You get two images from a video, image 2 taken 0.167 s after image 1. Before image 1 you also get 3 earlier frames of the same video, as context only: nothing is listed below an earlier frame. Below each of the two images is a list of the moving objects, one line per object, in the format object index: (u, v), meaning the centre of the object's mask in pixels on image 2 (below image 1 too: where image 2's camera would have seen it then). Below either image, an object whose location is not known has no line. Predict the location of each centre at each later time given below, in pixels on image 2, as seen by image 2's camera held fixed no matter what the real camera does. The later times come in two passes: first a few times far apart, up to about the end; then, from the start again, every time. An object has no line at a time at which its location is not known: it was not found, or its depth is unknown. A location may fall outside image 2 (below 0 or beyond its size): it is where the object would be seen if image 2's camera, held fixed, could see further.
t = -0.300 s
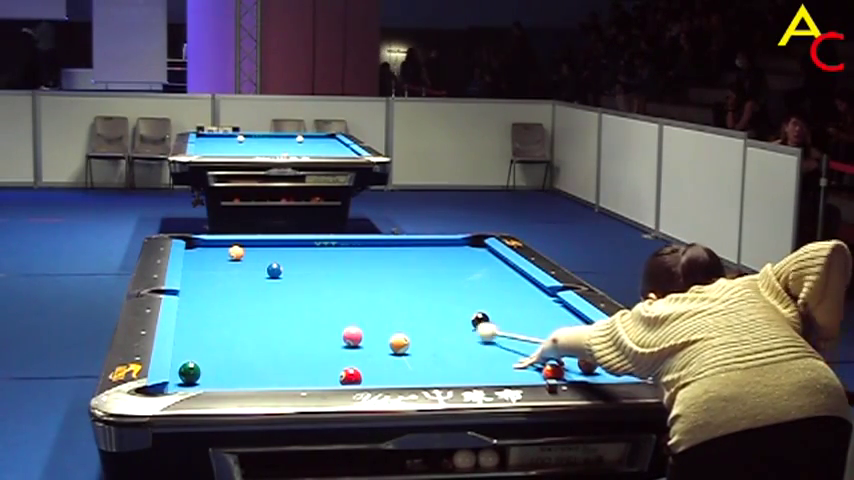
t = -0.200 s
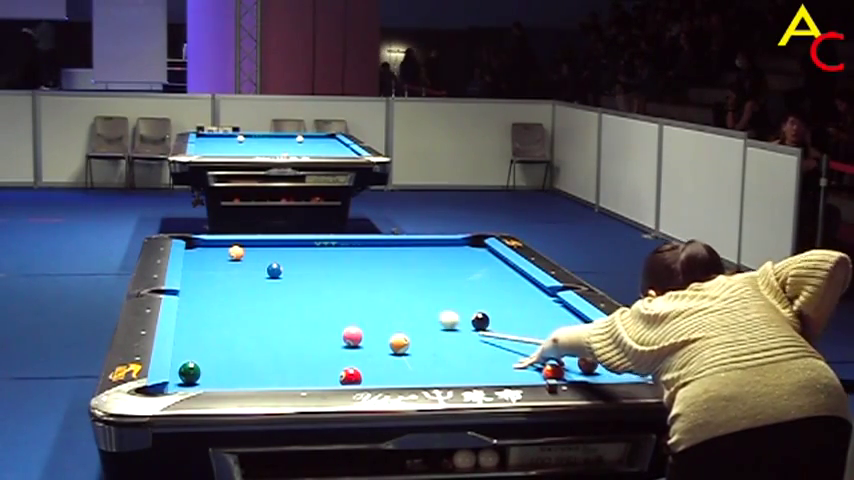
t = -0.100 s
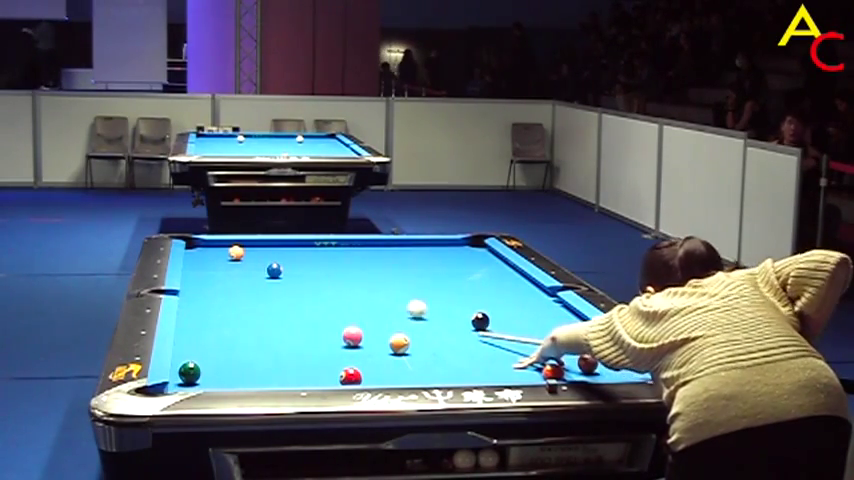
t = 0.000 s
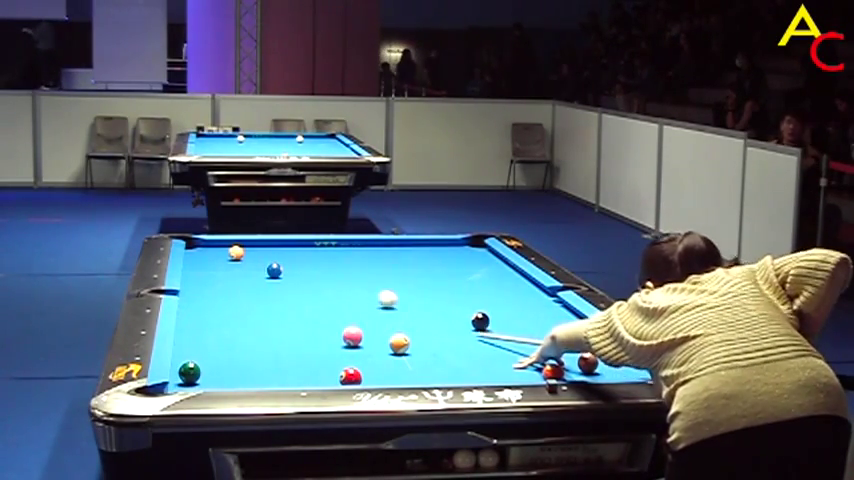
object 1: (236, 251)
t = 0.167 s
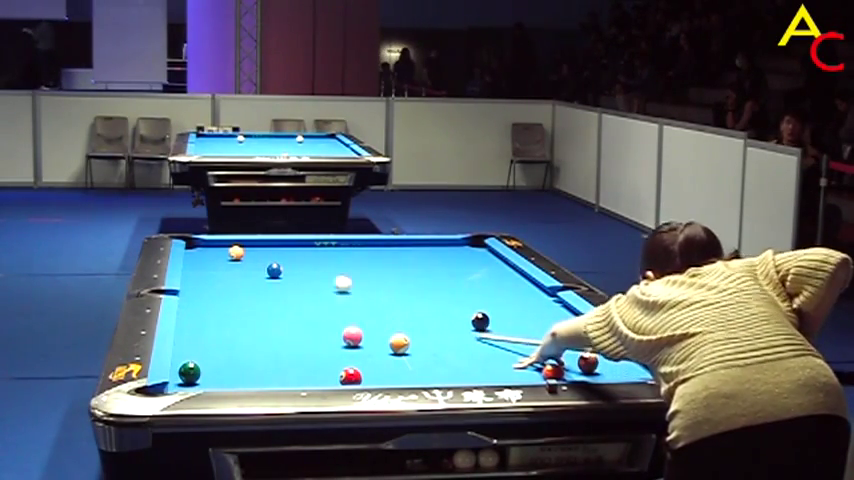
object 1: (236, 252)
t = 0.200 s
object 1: (236, 251)
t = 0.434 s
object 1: (236, 252)
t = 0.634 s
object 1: (226, 252)
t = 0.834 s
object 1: (193, 251)
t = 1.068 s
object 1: (209, 250)
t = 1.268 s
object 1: (223, 250)
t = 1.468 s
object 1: (238, 249)
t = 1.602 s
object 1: (246, 248)
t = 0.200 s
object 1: (236, 251)
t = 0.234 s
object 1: (236, 252)
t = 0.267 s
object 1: (236, 251)
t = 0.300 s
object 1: (236, 251)
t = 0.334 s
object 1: (236, 251)
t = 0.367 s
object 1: (236, 251)
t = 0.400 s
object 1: (236, 251)
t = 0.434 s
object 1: (236, 252)
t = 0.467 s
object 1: (236, 252)
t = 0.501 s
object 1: (236, 252)
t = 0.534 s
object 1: (236, 252)
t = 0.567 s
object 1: (236, 252)
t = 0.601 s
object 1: (233, 252)
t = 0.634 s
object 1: (226, 252)
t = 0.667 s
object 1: (220, 252)
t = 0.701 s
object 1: (214, 252)
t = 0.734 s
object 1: (209, 251)
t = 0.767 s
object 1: (204, 251)
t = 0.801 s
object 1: (199, 251)
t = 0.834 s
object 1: (193, 251)
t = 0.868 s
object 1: (192, 251)
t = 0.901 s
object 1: (195, 250)
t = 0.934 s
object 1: (199, 250)
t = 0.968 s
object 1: (201, 250)
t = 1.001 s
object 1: (203, 250)
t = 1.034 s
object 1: (206, 250)
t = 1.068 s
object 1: (209, 250)
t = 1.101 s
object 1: (211, 250)
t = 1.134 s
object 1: (214, 250)
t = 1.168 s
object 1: (216, 250)
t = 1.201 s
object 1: (219, 250)
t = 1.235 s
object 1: (221, 250)
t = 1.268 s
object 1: (223, 250)
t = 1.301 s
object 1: (226, 249)
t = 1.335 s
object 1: (228, 249)
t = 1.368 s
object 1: (231, 249)
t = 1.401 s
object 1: (233, 249)
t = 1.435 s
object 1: (235, 249)
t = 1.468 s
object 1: (238, 249)
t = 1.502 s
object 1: (240, 249)
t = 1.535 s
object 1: (242, 249)
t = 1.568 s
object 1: (244, 249)
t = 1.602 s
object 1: (246, 248)
